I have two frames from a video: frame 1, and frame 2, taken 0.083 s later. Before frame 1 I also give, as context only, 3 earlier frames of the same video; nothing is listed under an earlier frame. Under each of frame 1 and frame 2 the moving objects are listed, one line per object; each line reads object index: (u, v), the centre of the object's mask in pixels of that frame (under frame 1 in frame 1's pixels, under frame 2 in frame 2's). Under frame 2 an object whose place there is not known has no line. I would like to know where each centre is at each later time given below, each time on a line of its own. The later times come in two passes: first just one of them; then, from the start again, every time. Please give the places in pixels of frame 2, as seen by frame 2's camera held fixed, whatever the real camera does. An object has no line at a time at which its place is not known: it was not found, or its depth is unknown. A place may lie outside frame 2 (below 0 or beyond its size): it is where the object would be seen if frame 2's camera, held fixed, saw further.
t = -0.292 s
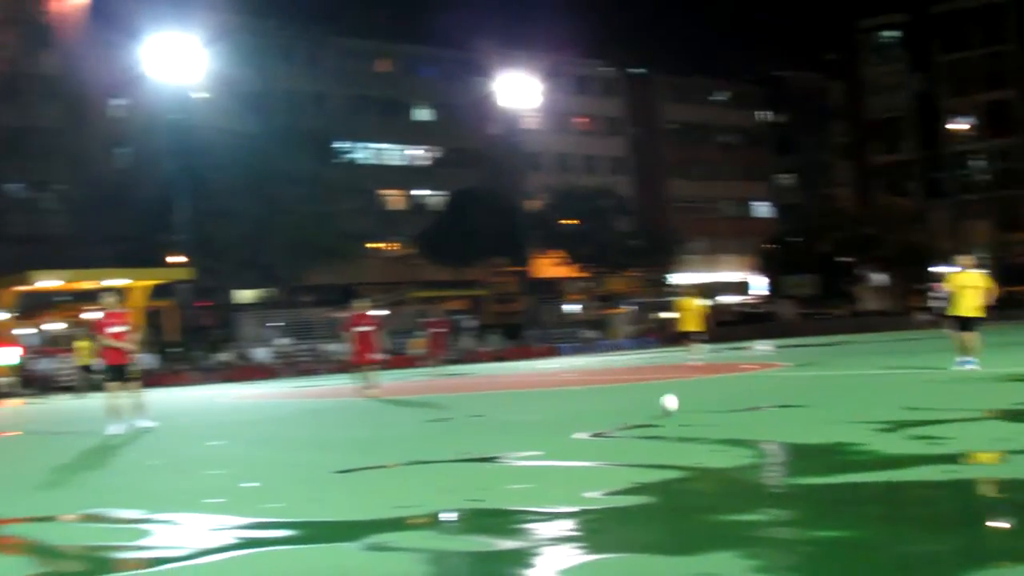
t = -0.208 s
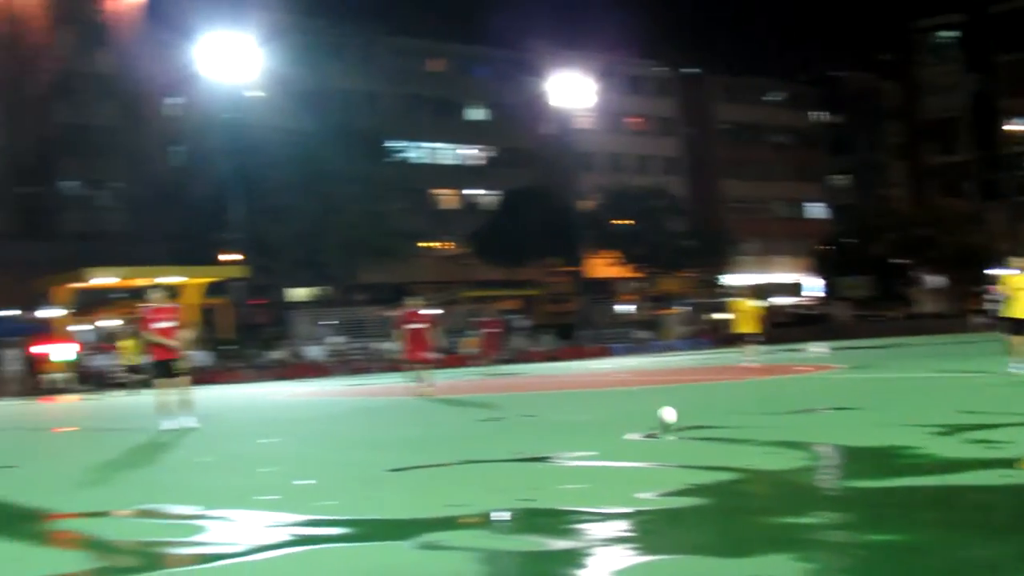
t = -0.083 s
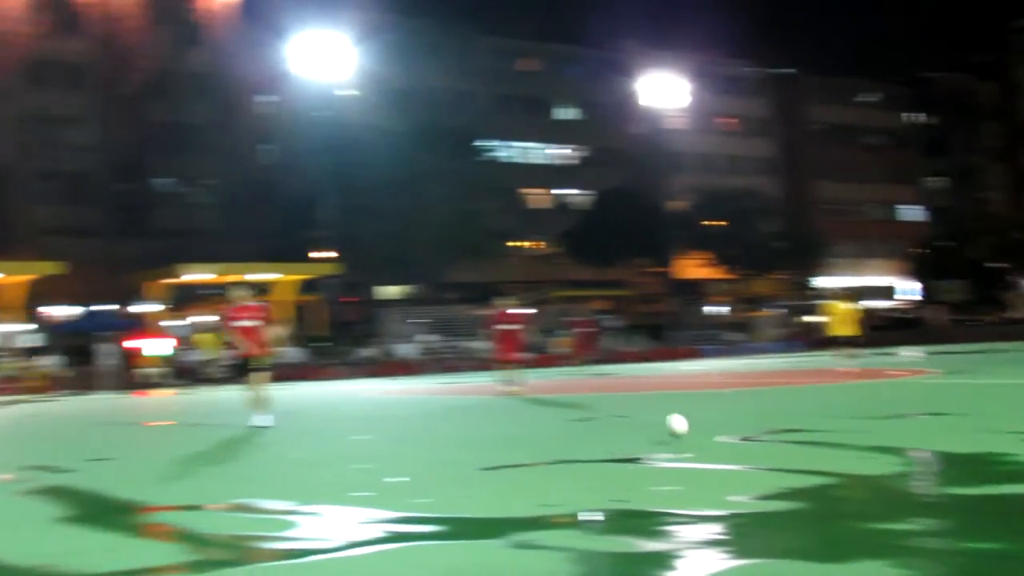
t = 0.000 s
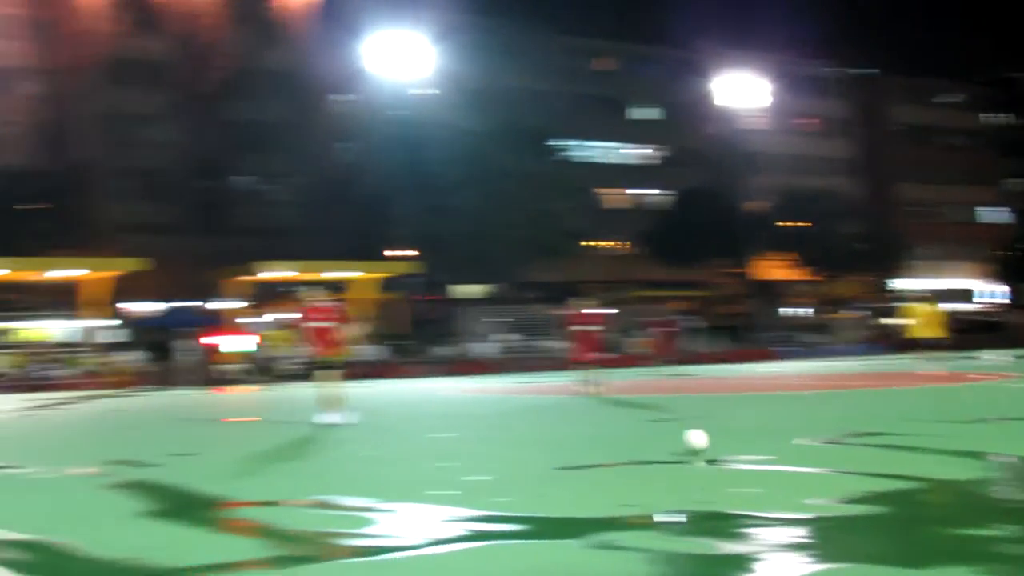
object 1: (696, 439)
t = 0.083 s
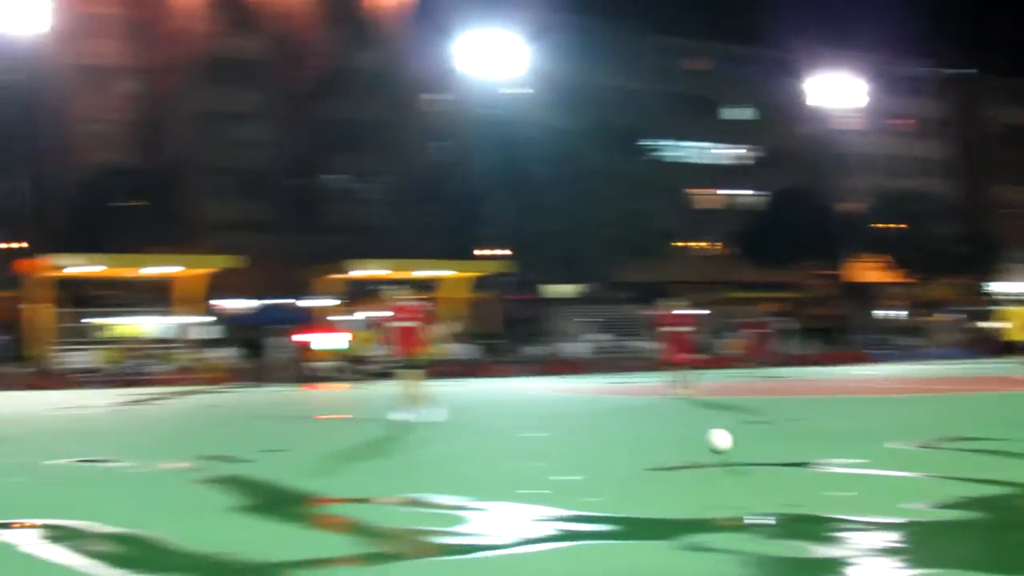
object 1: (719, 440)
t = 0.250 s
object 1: (568, 469)
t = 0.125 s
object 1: (684, 443)
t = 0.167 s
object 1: (648, 449)
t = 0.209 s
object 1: (609, 457)
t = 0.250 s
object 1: (568, 469)
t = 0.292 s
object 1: (523, 468)
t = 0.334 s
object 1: (478, 469)
